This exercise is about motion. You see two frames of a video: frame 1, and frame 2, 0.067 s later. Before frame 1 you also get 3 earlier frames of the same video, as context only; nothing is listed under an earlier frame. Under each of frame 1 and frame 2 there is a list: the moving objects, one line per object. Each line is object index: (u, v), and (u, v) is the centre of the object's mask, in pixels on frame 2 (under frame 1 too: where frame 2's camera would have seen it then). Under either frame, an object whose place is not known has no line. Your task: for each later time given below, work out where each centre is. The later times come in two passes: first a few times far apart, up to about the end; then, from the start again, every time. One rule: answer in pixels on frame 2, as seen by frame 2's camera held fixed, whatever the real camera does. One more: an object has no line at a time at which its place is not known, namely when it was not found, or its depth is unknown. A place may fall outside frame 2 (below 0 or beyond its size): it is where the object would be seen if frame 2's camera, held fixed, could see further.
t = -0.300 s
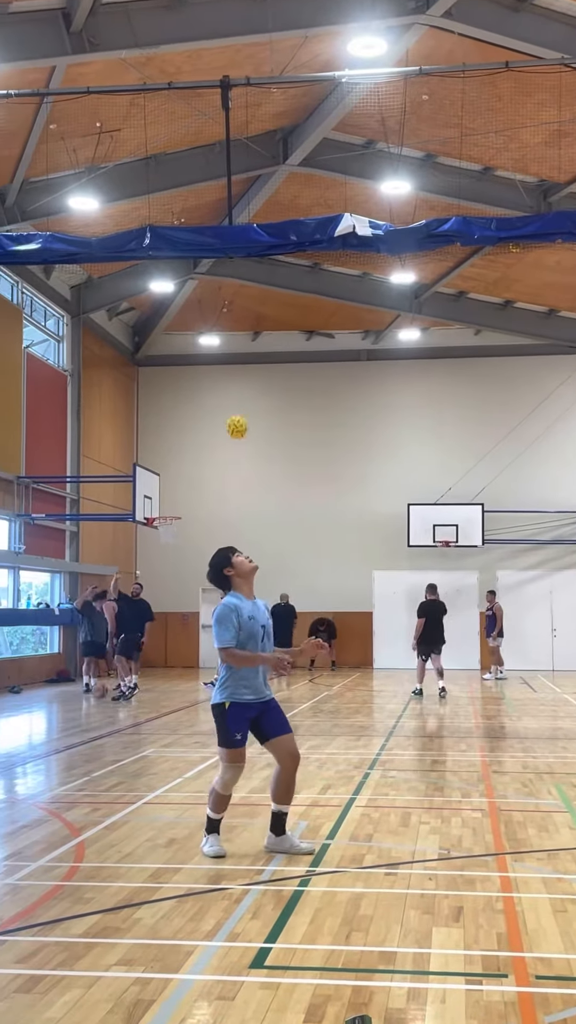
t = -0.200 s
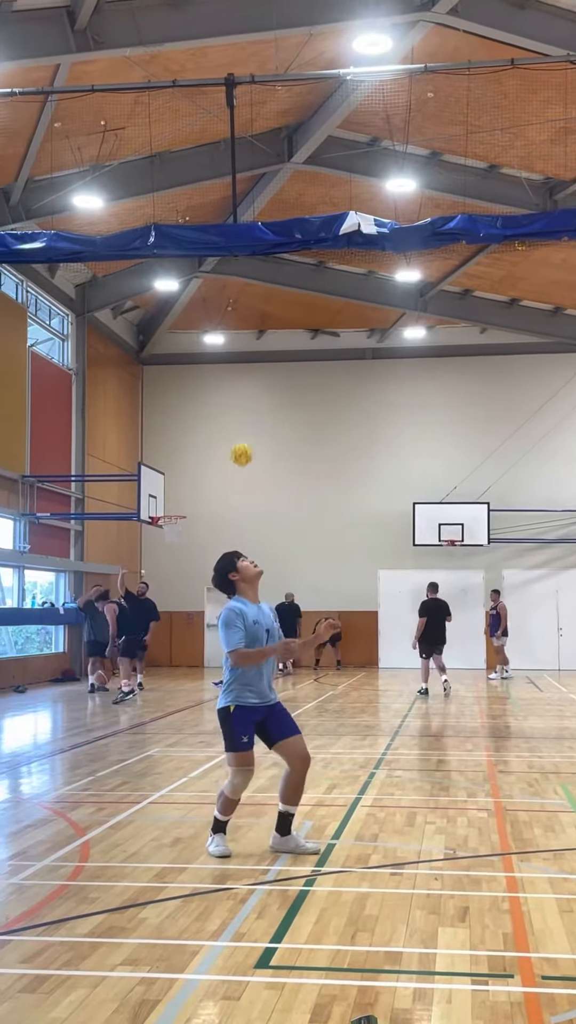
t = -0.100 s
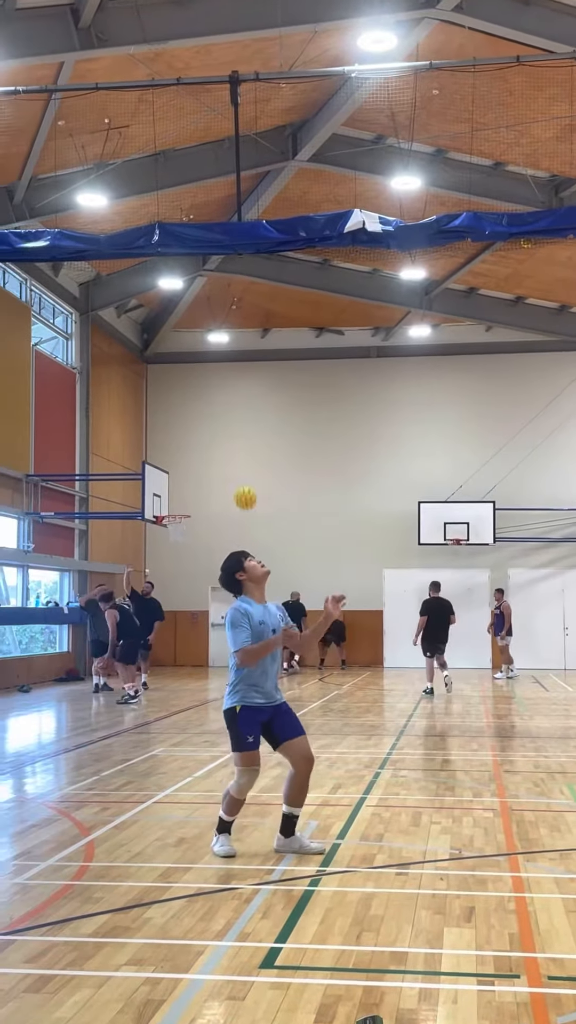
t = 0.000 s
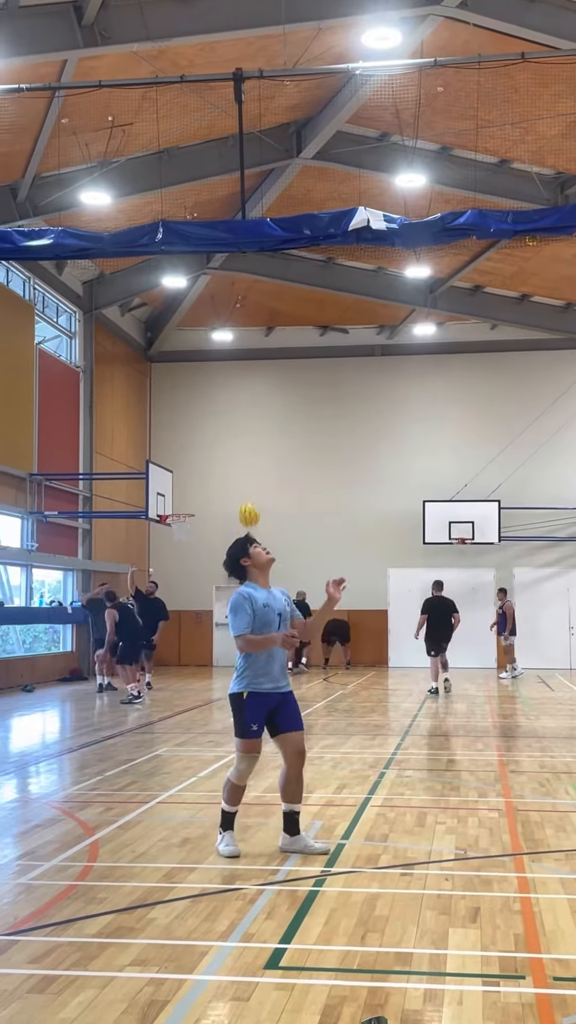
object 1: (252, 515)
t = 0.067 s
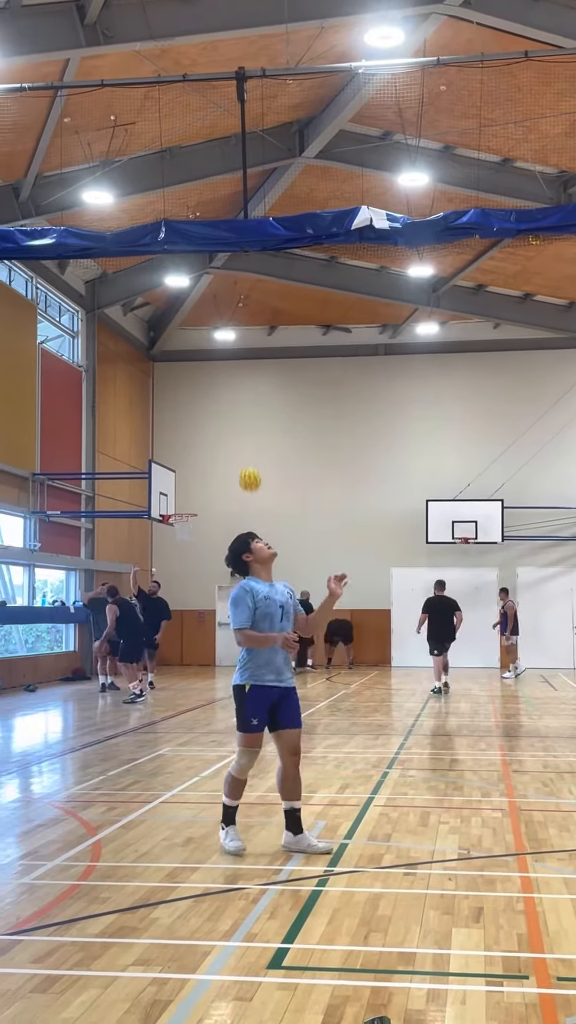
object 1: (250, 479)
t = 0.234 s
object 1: (247, 426)
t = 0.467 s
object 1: (241, 431)
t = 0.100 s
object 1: (251, 465)
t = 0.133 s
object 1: (249, 452)
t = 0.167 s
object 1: (248, 442)
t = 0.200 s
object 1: (248, 433)
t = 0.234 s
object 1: (247, 426)
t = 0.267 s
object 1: (246, 421)
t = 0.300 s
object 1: (246, 418)
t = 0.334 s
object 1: (244, 417)
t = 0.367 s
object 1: (244, 418)
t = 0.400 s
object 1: (243, 420)
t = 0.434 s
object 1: (242, 424)
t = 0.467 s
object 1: (241, 431)
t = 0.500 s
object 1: (240, 439)
